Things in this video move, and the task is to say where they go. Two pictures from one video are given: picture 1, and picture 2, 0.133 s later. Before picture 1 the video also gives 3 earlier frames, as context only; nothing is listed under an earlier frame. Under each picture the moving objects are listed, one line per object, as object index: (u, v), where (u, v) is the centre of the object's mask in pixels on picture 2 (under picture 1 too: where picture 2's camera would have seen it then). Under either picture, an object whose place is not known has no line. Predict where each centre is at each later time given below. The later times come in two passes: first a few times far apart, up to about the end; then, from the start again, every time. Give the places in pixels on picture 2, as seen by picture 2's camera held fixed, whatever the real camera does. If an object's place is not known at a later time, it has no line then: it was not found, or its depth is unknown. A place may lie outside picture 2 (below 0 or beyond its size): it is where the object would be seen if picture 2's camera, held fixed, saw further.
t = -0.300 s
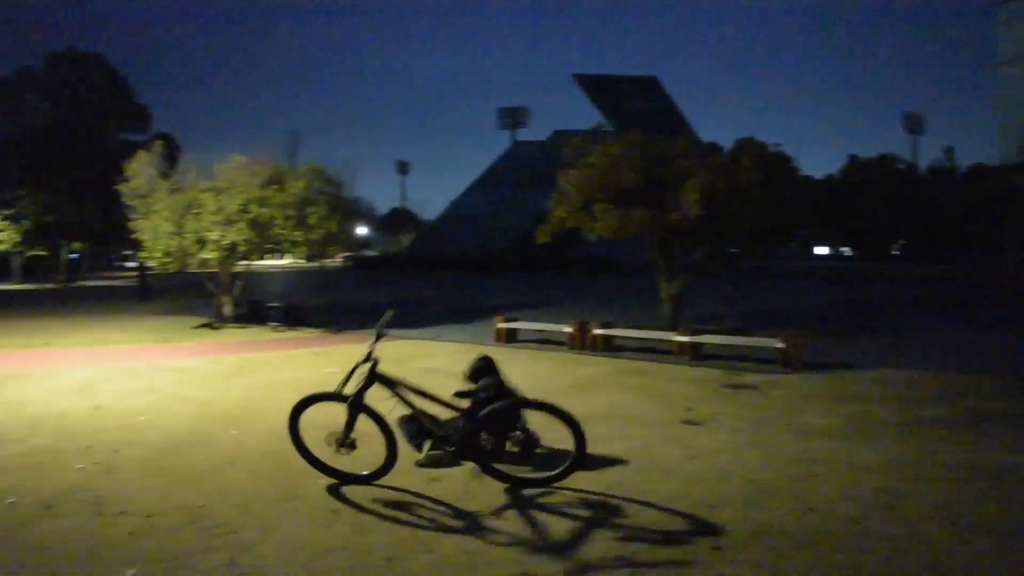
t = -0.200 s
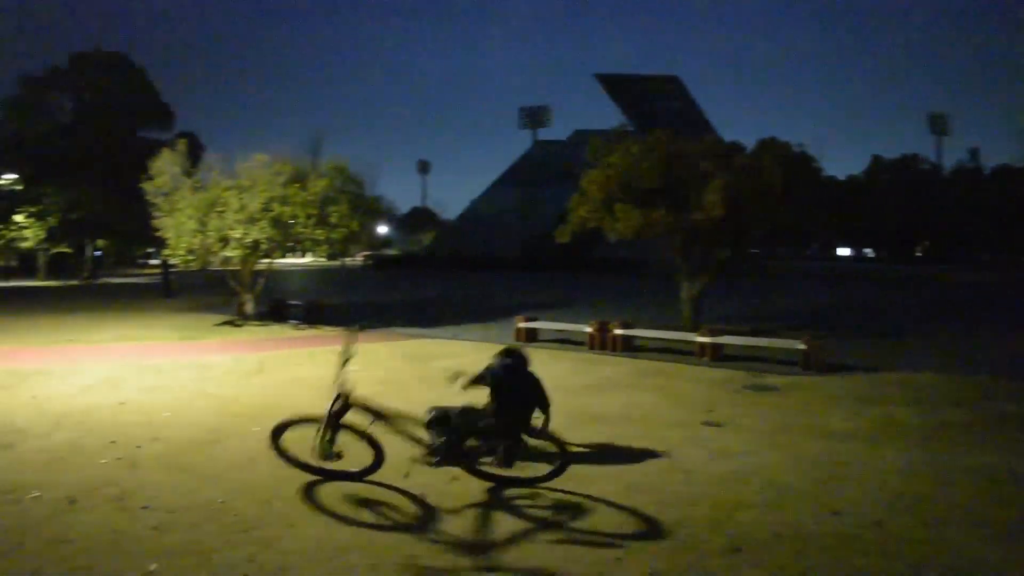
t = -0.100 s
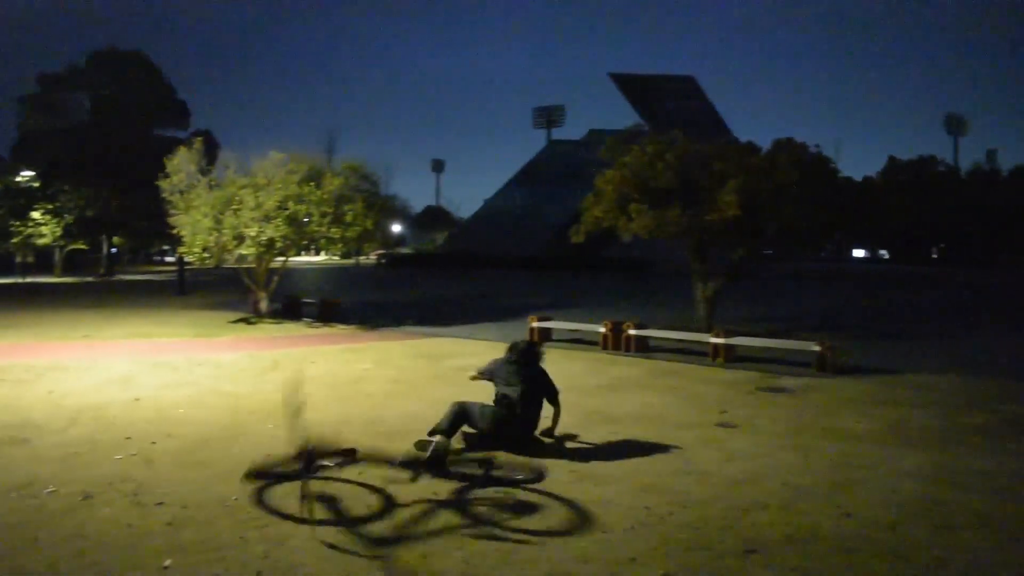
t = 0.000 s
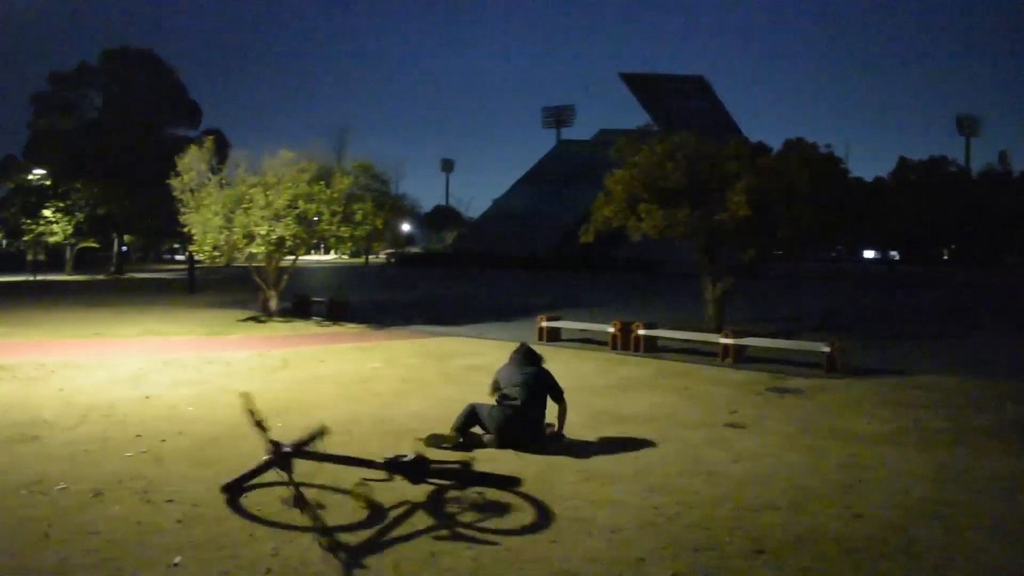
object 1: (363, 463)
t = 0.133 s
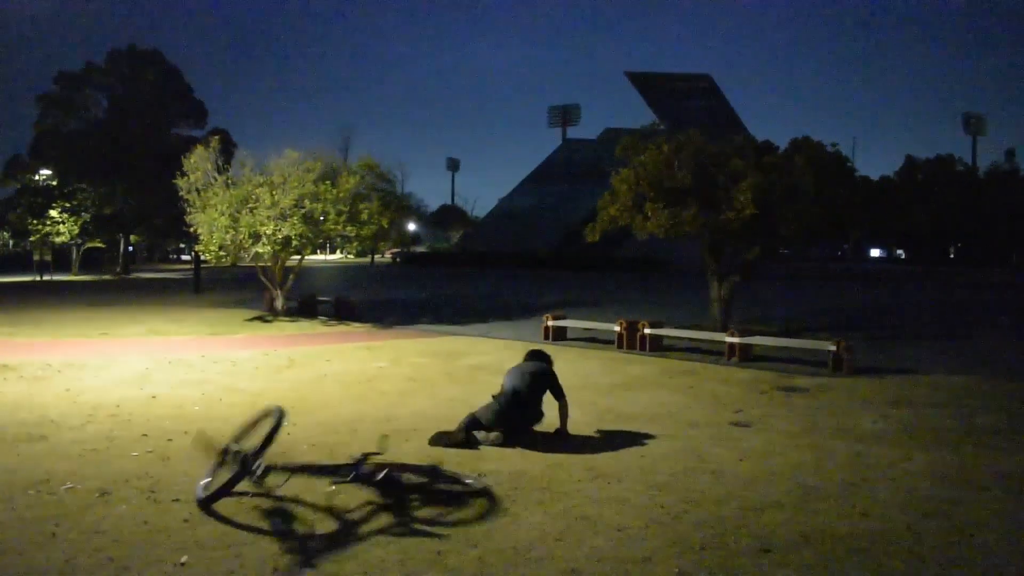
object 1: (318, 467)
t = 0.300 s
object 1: (311, 470)
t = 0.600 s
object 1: (303, 473)
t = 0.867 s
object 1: (302, 472)
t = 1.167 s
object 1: (299, 472)
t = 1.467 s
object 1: (300, 472)
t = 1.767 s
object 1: (300, 472)
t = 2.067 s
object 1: (300, 472)
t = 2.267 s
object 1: (300, 472)
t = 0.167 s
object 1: (322, 472)
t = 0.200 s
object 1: (316, 468)
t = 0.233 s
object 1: (315, 469)
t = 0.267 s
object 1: (314, 468)
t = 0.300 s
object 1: (311, 470)
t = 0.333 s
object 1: (307, 471)
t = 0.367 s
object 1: (307, 470)
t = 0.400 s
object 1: (309, 470)
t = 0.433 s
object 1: (309, 470)
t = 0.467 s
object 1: (307, 469)
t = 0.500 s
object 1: (306, 471)
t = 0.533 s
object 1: (306, 473)
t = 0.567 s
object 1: (305, 473)
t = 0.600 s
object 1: (303, 473)
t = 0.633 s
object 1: (301, 473)
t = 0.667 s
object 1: (300, 473)
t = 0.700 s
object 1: (299, 472)
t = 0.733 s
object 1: (299, 472)
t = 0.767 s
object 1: (300, 473)
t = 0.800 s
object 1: (300, 472)
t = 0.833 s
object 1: (300, 472)
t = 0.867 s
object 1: (302, 472)
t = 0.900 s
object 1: (302, 472)
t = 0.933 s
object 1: (303, 472)
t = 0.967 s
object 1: (303, 472)
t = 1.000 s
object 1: (302, 472)
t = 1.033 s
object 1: (301, 472)
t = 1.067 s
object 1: (300, 472)
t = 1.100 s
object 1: (300, 472)
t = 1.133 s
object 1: (300, 472)
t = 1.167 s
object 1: (299, 472)
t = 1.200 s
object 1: (300, 472)
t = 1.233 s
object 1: (300, 472)
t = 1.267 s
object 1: (301, 472)
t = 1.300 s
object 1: (301, 472)
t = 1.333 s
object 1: (301, 472)
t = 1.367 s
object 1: (301, 472)
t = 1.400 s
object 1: (300, 472)
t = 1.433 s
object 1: (300, 472)
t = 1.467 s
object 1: (300, 472)
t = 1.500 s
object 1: (300, 472)
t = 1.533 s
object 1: (301, 472)
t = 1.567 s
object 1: (301, 472)
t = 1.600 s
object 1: (300, 472)
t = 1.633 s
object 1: (300, 472)
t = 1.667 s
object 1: (300, 472)
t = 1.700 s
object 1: (300, 472)
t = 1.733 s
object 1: (300, 472)
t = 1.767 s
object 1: (300, 472)
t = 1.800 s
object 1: (300, 472)
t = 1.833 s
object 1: (300, 472)
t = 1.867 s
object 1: (300, 472)
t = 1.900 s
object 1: (300, 472)
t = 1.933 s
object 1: (300, 472)
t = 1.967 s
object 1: (299, 472)
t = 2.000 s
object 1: (300, 472)
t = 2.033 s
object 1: (300, 472)
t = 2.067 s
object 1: (300, 472)
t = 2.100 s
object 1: (300, 472)
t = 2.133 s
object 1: (300, 472)
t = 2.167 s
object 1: (300, 472)
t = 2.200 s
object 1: (300, 472)
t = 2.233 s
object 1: (300, 472)
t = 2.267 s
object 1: (300, 472)
